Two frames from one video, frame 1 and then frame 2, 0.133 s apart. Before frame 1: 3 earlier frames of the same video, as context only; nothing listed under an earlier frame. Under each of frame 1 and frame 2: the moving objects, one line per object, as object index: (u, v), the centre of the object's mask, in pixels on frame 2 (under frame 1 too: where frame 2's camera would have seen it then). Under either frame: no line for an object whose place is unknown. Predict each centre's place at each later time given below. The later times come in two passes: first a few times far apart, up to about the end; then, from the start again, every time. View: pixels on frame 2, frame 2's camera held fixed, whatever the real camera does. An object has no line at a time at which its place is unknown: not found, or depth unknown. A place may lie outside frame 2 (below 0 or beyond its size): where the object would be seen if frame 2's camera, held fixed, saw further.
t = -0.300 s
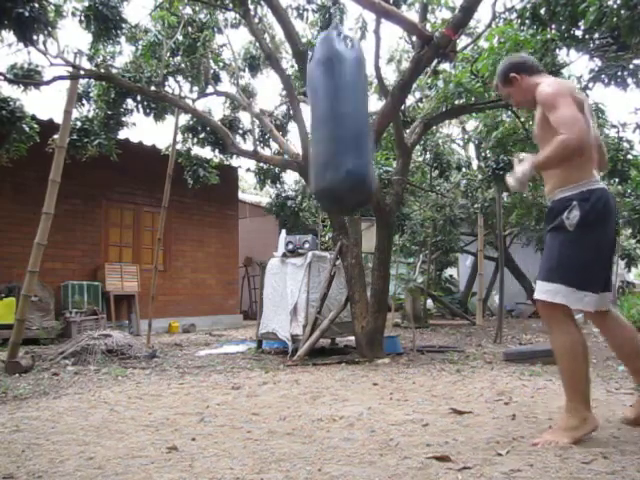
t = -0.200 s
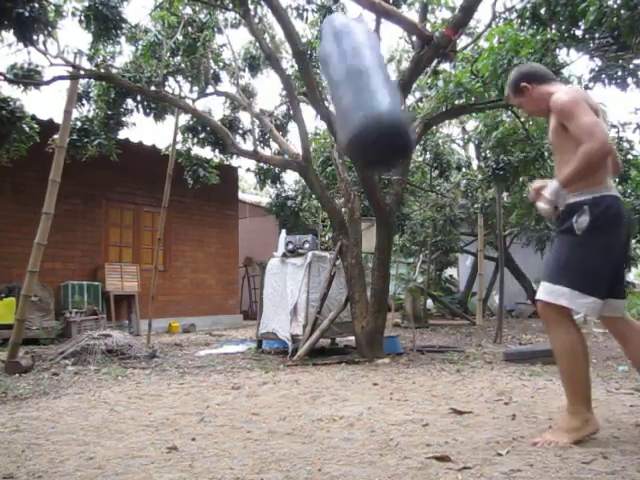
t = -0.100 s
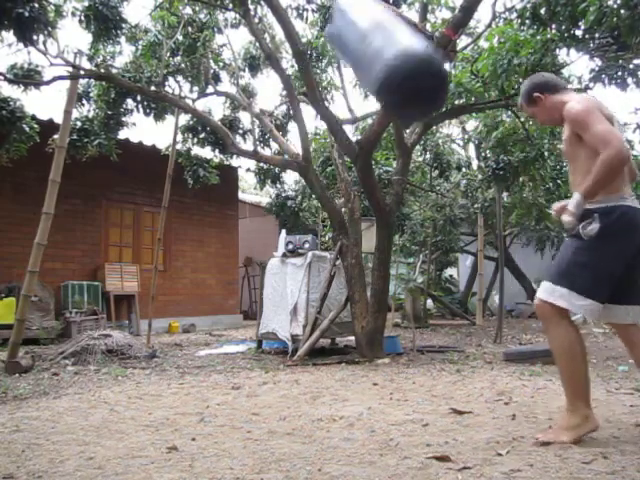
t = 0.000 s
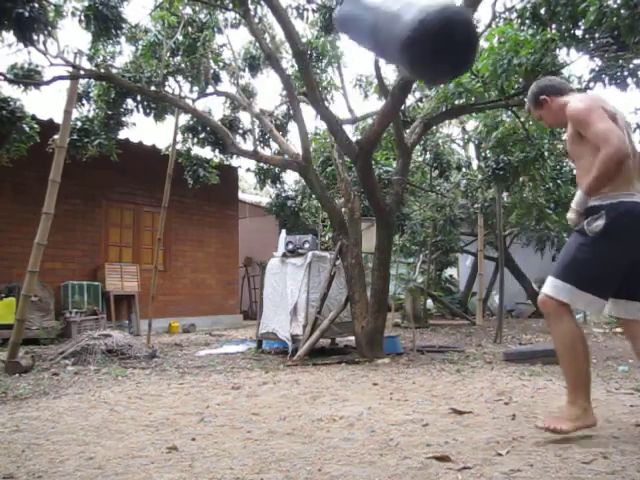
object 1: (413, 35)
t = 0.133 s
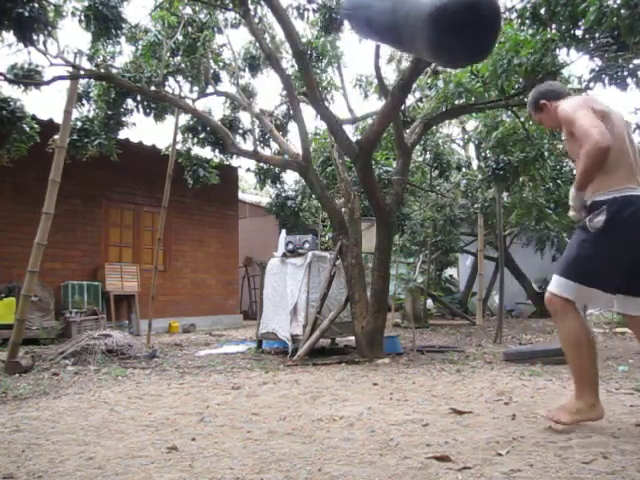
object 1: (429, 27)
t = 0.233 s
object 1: (432, 35)
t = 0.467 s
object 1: (402, 103)
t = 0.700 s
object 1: (347, 151)
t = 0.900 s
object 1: (308, 140)
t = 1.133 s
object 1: (285, 122)
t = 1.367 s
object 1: (279, 128)
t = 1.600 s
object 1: (294, 146)
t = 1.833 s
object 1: (348, 136)
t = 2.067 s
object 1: (412, 84)
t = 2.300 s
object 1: (440, 68)
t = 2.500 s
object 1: (425, 98)
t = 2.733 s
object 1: (371, 144)
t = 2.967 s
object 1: (314, 146)
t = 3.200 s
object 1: (279, 133)
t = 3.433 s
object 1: (269, 132)
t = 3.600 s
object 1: (277, 141)
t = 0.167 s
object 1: (431, 28)
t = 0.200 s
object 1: (432, 31)
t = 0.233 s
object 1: (432, 35)
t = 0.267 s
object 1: (429, 41)
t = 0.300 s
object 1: (427, 49)
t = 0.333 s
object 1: (423, 59)
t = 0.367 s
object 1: (419, 70)
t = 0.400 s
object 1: (414, 80)
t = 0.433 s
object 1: (408, 93)
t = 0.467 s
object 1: (402, 103)
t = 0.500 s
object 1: (395, 114)
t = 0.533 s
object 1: (387, 124)
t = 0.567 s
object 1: (380, 134)
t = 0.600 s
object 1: (372, 139)
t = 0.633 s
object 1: (364, 143)
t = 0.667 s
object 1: (356, 149)
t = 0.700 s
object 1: (347, 151)
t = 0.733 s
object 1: (341, 151)
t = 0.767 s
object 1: (333, 151)
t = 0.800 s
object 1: (327, 147)
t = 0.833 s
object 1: (320, 145)
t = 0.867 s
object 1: (314, 142)
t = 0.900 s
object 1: (308, 140)
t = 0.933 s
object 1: (304, 138)
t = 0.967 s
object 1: (299, 135)
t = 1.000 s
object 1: (295, 132)
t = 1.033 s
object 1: (292, 130)
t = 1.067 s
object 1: (289, 127)
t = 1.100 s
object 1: (286, 124)
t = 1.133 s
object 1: (285, 122)
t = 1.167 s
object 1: (283, 122)
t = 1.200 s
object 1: (281, 122)
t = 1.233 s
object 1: (280, 123)
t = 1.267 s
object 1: (279, 124)
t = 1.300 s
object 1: (279, 125)
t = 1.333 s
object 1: (279, 126)
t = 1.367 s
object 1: (279, 128)
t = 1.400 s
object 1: (279, 130)
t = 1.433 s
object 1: (280, 133)
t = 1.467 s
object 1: (281, 136)
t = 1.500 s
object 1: (283, 140)
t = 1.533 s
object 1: (286, 143)
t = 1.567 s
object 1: (289, 145)
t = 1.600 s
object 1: (294, 146)
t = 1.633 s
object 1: (299, 148)
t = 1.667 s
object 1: (305, 148)
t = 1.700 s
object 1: (312, 149)
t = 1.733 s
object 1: (320, 145)
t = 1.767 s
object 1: (329, 145)
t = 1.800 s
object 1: (338, 142)
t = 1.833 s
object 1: (348, 136)
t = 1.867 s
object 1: (358, 130)
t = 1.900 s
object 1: (368, 124)
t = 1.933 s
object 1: (378, 118)
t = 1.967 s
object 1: (388, 111)
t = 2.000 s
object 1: (397, 102)
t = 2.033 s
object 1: (406, 93)
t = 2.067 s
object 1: (412, 84)
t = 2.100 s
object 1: (420, 79)
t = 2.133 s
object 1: (425, 73)
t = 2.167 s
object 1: (431, 70)
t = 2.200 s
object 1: (435, 68)
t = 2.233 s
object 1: (438, 66)
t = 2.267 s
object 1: (439, 66)
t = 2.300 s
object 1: (440, 68)
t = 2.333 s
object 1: (440, 70)
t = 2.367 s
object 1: (438, 73)
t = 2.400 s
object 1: (437, 79)
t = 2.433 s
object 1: (434, 85)
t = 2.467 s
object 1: (430, 91)
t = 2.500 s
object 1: (425, 98)
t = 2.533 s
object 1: (419, 106)
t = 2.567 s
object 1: (412, 114)
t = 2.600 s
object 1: (405, 121)
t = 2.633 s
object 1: (397, 129)
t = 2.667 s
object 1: (388, 135)
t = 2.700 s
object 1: (379, 140)
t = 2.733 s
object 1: (371, 144)
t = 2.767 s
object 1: (362, 148)
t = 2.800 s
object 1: (352, 149)
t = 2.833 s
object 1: (345, 152)
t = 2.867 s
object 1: (336, 151)
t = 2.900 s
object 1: (328, 150)
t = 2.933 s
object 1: (320, 148)
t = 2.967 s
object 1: (314, 146)
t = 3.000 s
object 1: (307, 146)
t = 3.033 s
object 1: (301, 142)
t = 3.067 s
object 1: (296, 141)
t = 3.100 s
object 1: (291, 140)
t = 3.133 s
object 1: (287, 137)
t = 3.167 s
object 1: (283, 135)
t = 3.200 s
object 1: (279, 133)
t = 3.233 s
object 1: (276, 132)
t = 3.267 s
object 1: (274, 131)
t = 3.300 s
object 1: (272, 130)
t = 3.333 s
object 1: (270, 130)
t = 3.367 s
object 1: (269, 131)
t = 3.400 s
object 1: (269, 131)
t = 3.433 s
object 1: (269, 132)
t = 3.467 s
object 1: (269, 133)
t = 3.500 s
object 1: (270, 135)
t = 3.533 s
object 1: (271, 137)
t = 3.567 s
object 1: (273, 139)
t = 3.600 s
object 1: (277, 141)
